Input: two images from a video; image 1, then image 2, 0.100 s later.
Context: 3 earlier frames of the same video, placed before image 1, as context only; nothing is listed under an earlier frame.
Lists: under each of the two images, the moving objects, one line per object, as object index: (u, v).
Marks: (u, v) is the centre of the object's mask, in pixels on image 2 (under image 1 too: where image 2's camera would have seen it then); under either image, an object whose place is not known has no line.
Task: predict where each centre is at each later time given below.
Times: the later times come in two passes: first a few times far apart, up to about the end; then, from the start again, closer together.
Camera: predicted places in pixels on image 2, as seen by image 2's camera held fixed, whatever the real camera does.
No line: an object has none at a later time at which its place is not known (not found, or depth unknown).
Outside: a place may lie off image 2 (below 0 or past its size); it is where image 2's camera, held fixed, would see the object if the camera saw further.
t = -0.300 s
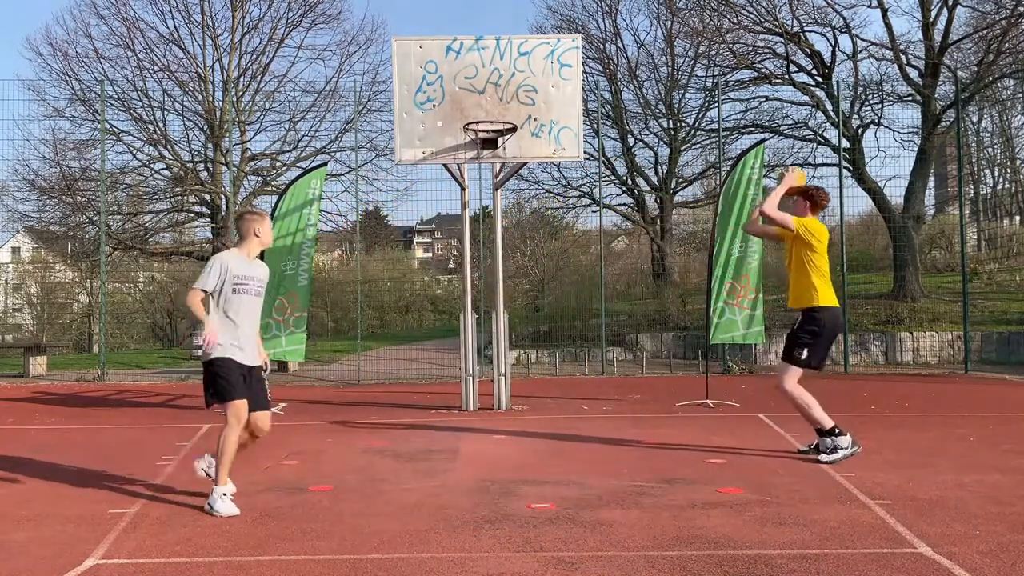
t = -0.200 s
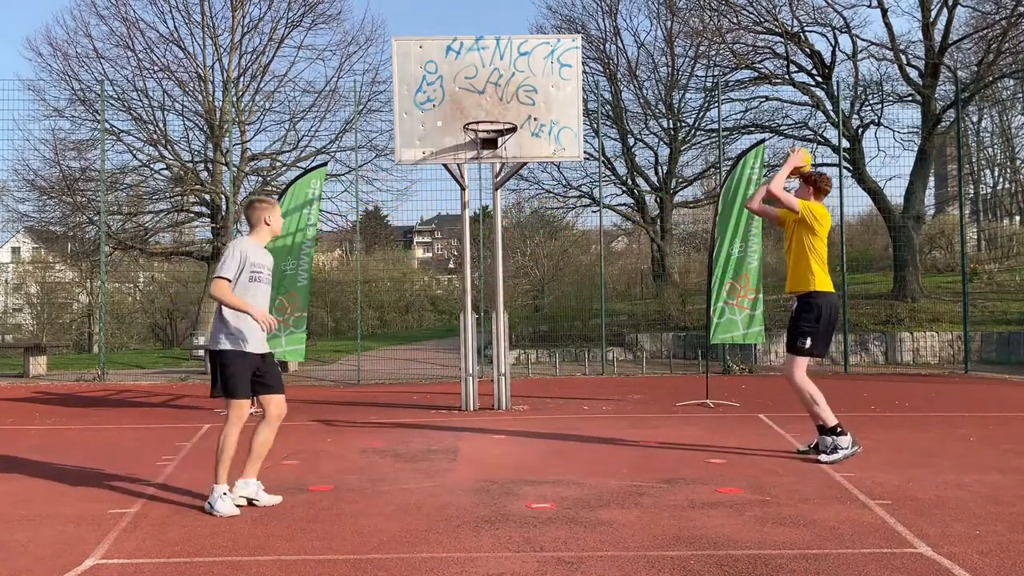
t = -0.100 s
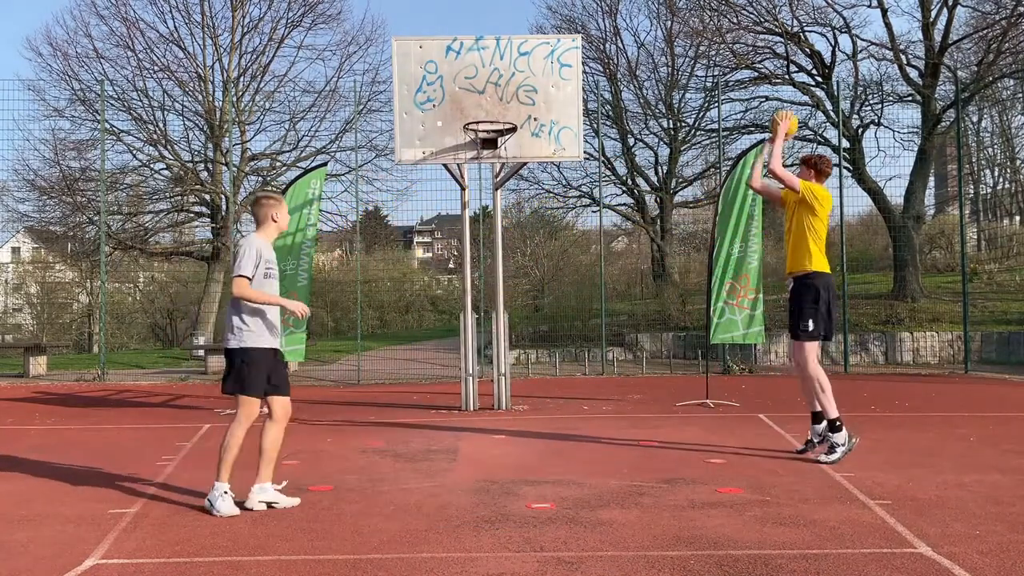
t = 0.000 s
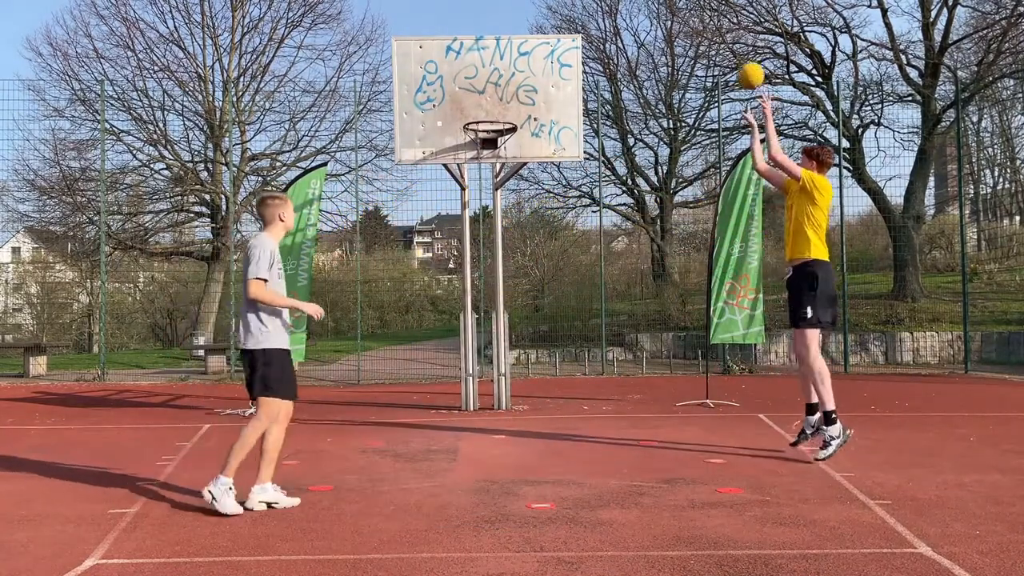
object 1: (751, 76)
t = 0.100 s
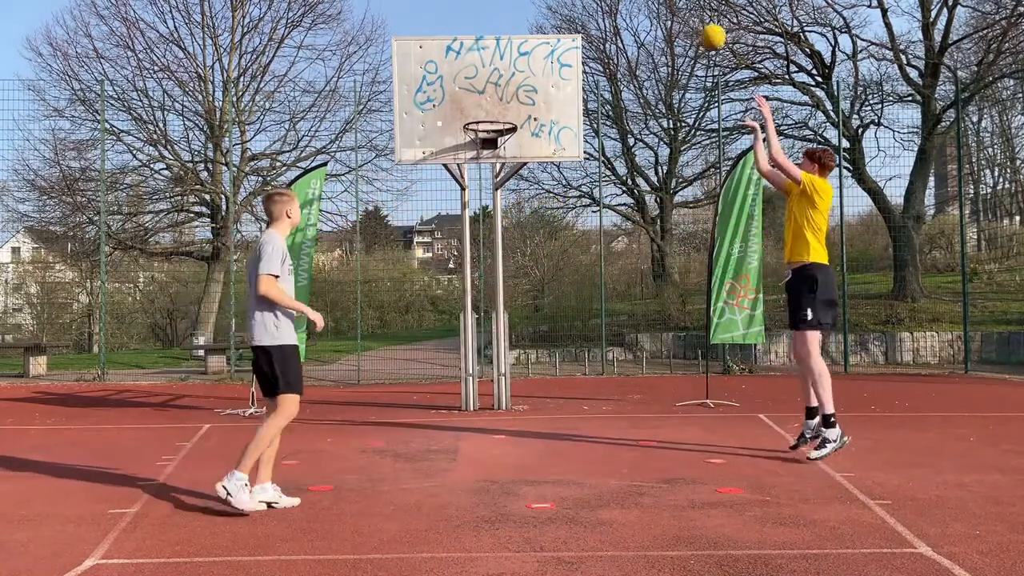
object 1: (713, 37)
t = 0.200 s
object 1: (677, 12)
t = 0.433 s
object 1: (601, 7)
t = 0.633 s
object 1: (544, 44)
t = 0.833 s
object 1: (494, 121)
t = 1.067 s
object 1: (516, 103)
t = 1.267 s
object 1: (568, 114)
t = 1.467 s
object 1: (623, 165)
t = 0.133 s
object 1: (701, 27)
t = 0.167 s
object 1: (688, 19)
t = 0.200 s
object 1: (677, 12)
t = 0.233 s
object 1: (665, 9)
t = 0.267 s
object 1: (653, 7)
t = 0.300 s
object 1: (643, 6)
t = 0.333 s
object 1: (632, 6)
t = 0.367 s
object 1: (622, 5)
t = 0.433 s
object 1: (601, 7)
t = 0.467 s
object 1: (591, 9)
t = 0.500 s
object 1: (581, 13)
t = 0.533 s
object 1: (573, 19)
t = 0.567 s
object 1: (563, 26)
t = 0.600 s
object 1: (553, 35)
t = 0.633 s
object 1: (544, 44)
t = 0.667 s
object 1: (535, 55)
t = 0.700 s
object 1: (527, 66)
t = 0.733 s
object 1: (518, 78)
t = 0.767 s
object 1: (511, 92)
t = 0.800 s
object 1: (502, 106)
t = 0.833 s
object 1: (494, 121)
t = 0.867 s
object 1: (488, 121)
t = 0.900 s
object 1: (482, 121)
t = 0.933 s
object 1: (481, 120)
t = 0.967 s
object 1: (488, 113)
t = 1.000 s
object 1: (498, 109)
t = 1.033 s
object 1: (507, 105)
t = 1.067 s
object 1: (516, 103)
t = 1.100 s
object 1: (525, 102)
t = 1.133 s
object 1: (534, 102)
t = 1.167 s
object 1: (542, 103)
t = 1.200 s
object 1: (551, 105)
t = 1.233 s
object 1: (560, 109)
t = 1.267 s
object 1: (568, 114)
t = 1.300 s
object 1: (578, 119)
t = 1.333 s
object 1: (587, 126)
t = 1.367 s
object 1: (596, 134)
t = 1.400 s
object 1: (605, 143)
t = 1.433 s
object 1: (614, 153)
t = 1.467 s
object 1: (623, 165)
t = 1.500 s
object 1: (631, 178)
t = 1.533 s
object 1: (639, 192)
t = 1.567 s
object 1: (649, 207)
